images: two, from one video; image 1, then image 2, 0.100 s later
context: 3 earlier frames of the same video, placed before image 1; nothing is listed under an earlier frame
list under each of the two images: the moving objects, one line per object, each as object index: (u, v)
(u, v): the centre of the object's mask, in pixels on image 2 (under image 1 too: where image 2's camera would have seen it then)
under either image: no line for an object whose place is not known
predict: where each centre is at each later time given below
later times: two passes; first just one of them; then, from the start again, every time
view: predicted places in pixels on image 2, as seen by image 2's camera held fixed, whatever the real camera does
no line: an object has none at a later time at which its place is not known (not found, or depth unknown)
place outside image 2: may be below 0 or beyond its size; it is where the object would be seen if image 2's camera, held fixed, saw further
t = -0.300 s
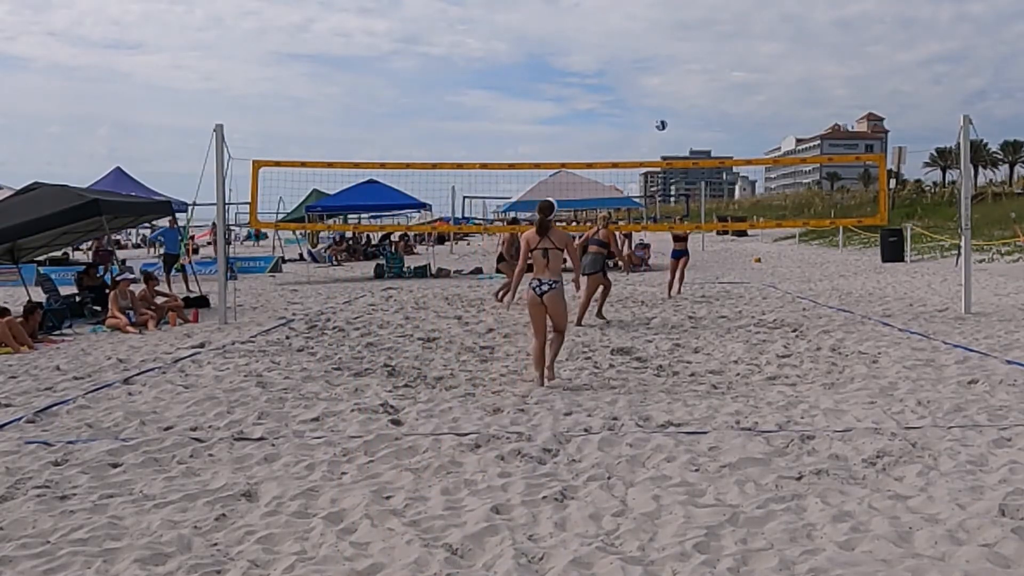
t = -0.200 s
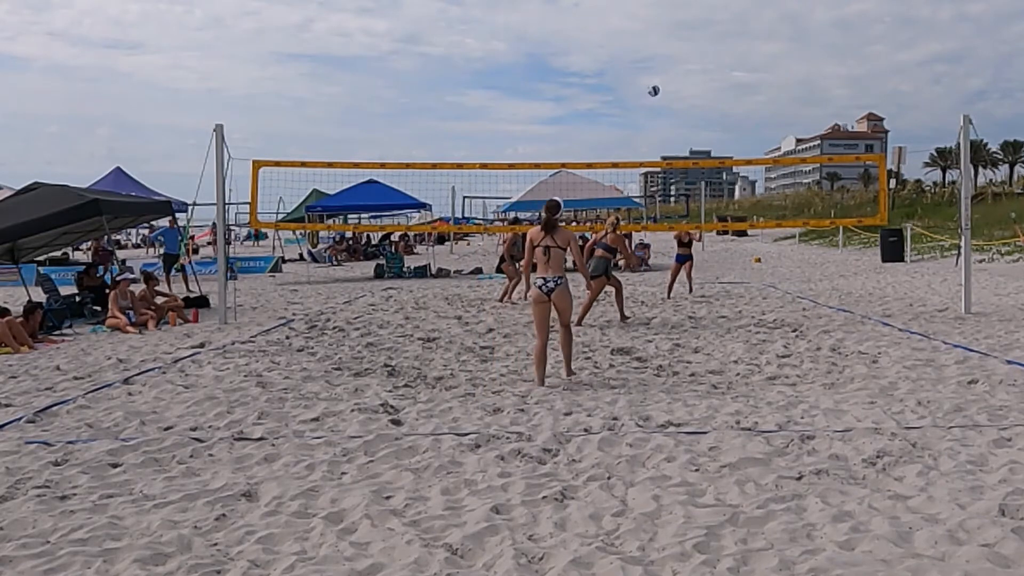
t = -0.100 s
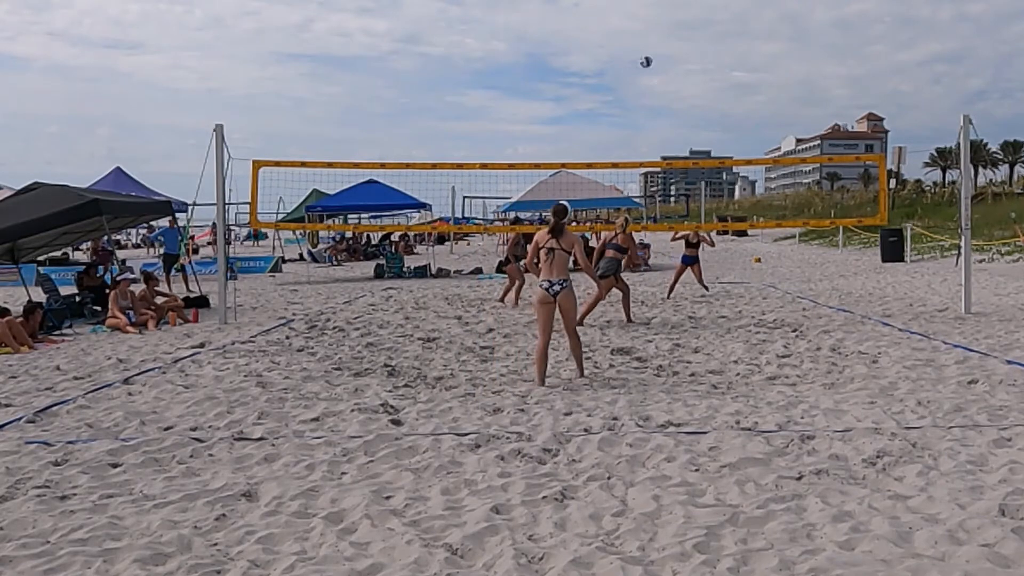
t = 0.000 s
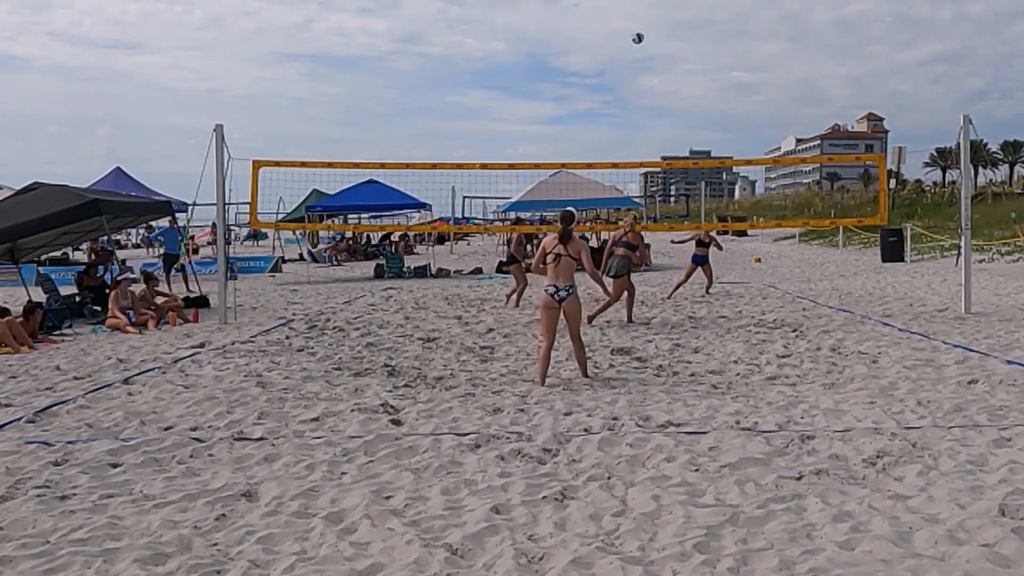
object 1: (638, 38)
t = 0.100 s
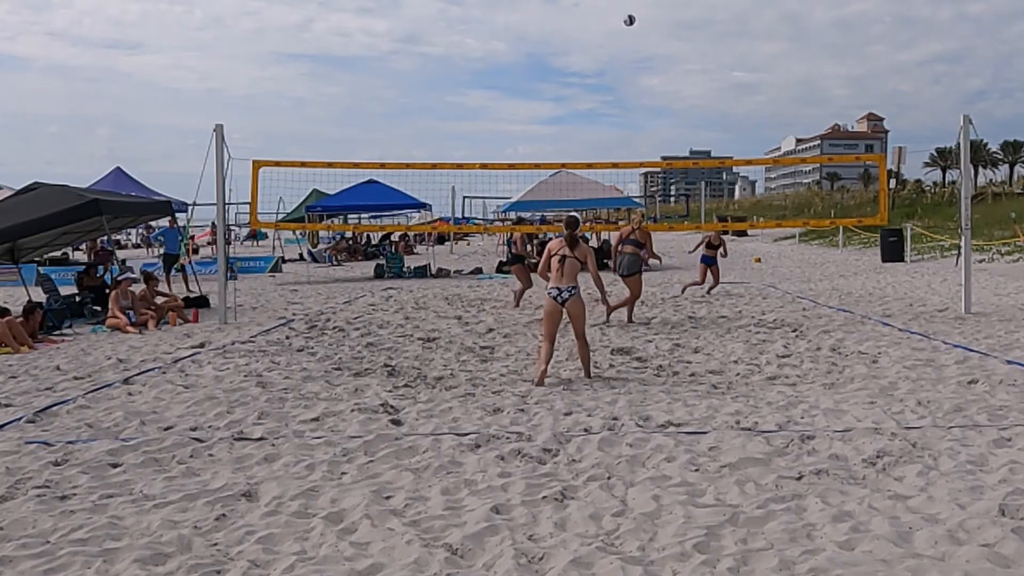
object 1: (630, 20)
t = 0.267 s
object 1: (615, 4)
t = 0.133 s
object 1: (627, 15)
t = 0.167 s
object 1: (624, 11)
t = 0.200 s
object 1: (621, 7)
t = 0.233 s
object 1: (618, 5)
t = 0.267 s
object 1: (615, 4)
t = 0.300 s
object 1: (612, 3)
